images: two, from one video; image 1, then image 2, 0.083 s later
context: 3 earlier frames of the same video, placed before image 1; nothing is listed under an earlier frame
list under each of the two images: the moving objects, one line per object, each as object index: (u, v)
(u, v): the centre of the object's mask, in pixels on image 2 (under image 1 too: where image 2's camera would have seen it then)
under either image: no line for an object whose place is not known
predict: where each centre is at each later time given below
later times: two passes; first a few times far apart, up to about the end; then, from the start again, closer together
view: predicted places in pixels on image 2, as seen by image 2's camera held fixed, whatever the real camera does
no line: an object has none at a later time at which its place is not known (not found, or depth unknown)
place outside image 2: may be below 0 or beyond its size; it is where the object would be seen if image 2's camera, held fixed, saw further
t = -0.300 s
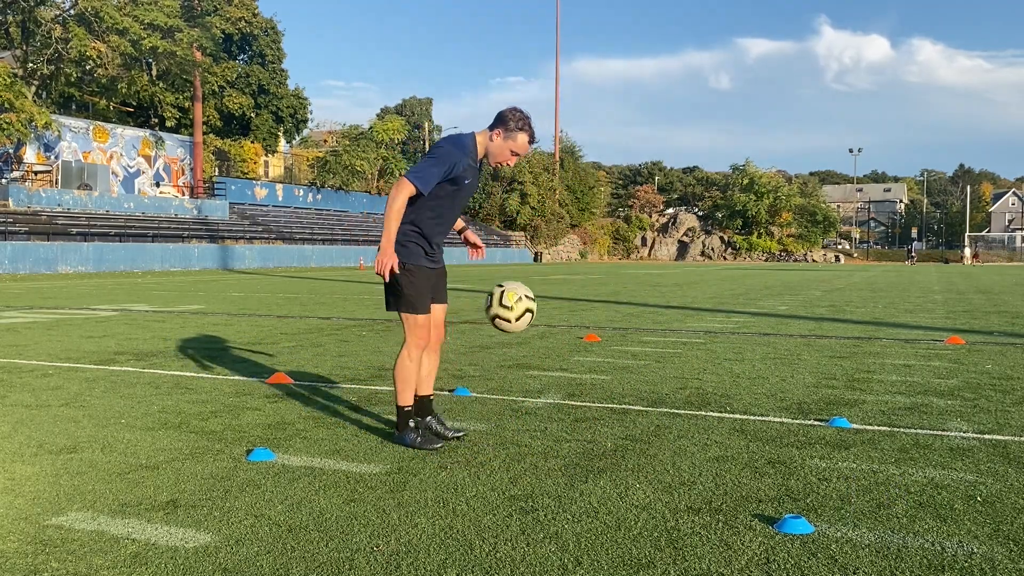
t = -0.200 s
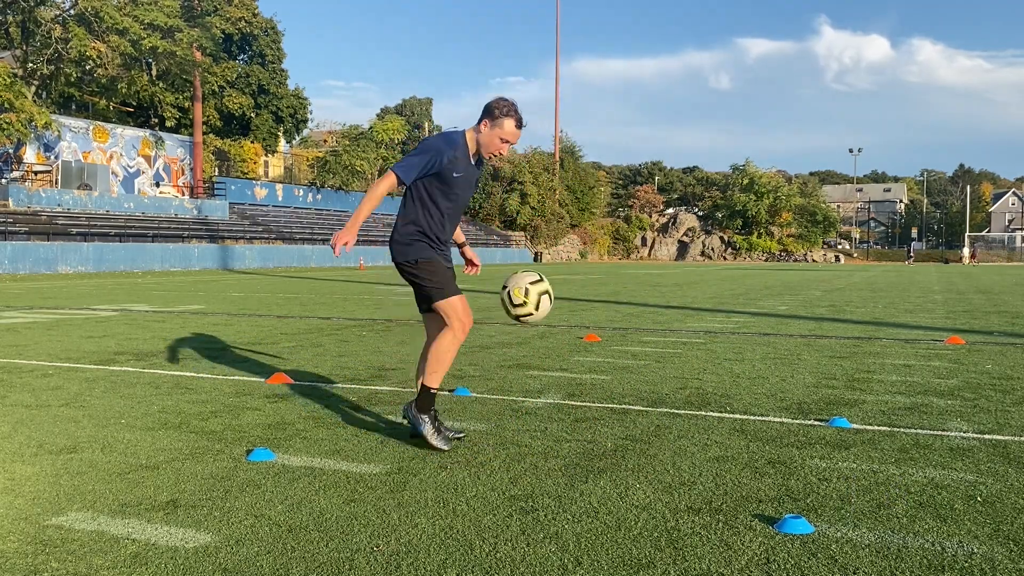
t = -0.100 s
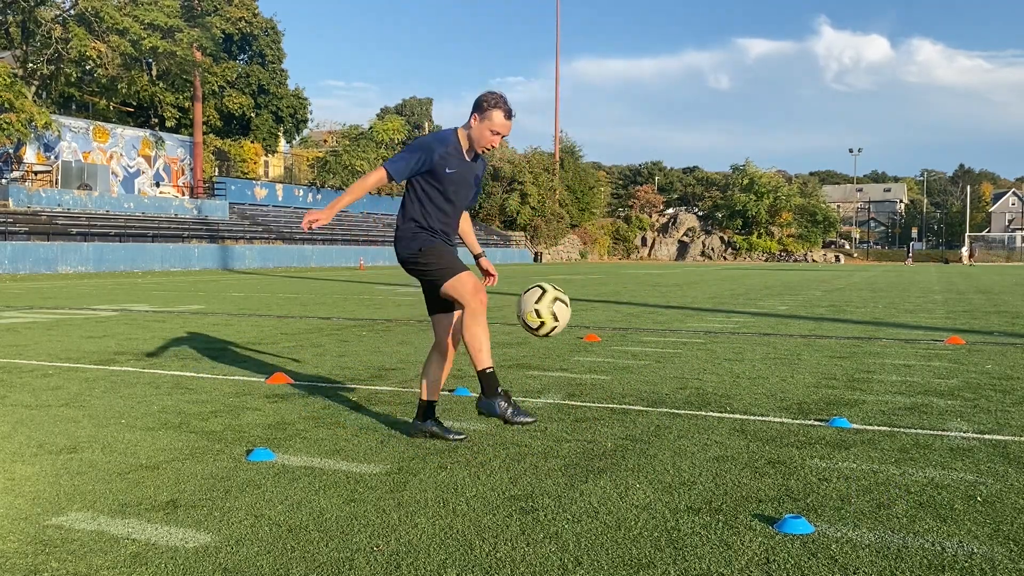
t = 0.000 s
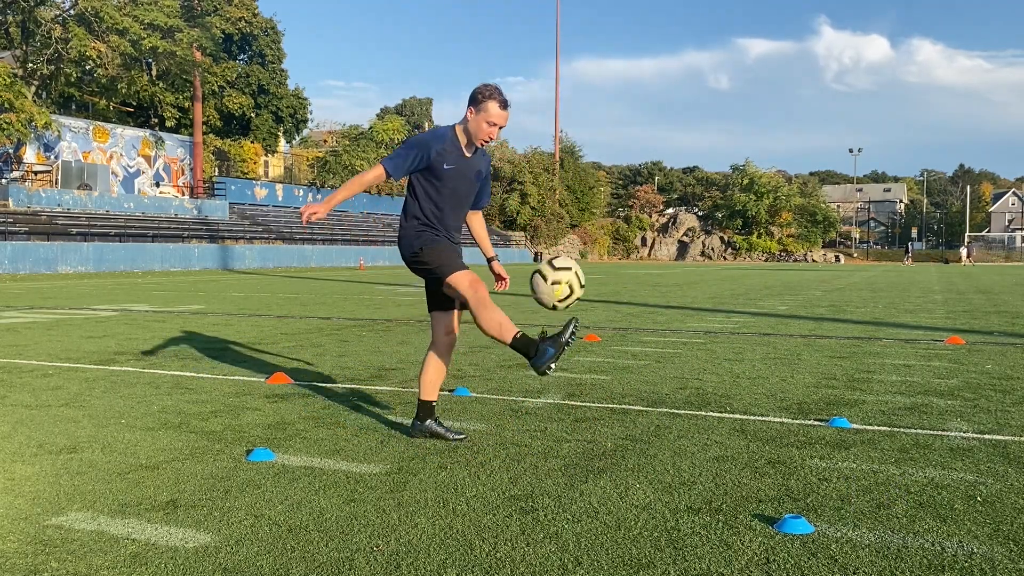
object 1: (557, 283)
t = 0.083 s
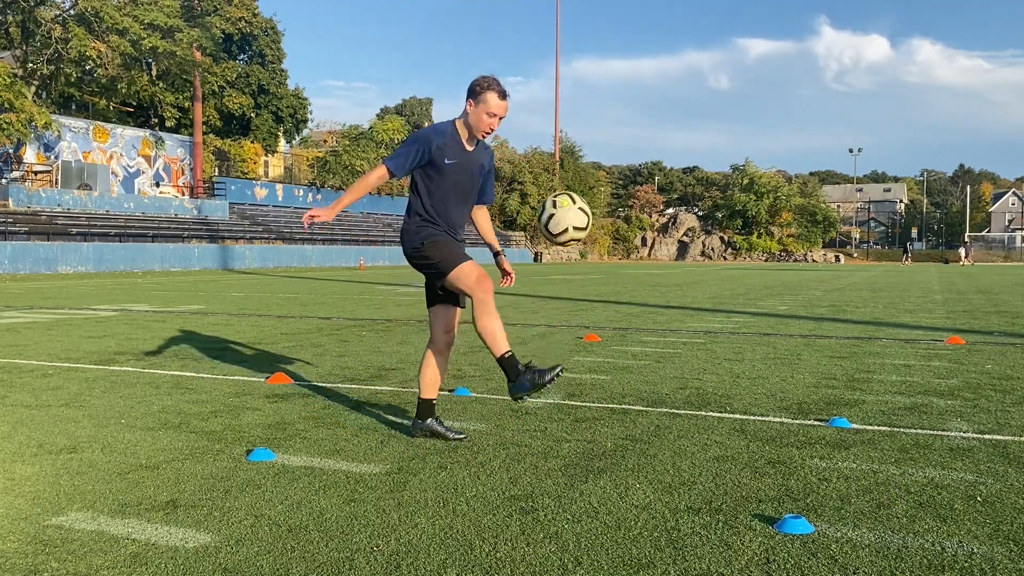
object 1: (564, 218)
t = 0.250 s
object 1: (578, 144)
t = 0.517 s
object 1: (595, 164)
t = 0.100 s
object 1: (566, 208)
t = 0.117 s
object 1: (567, 198)
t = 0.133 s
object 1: (569, 189)
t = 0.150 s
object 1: (570, 180)
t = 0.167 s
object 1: (571, 172)
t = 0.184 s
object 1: (572, 165)
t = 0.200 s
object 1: (574, 159)
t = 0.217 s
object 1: (575, 153)
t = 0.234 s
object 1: (576, 148)
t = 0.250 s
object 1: (578, 144)
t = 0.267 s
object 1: (579, 140)
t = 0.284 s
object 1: (580, 137)
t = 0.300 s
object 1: (581, 135)
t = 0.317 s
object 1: (582, 134)
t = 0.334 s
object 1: (583, 133)
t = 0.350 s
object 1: (584, 132)
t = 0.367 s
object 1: (585, 133)
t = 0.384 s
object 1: (587, 134)
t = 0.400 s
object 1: (588, 135)
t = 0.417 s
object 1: (589, 138)
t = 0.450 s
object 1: (590, 144)
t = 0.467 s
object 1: (592, 148)
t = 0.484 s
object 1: (593, 153)
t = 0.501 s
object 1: (594, 158)
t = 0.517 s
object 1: (595, 164)
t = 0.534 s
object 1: (596, 171)
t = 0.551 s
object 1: (597, 178)
